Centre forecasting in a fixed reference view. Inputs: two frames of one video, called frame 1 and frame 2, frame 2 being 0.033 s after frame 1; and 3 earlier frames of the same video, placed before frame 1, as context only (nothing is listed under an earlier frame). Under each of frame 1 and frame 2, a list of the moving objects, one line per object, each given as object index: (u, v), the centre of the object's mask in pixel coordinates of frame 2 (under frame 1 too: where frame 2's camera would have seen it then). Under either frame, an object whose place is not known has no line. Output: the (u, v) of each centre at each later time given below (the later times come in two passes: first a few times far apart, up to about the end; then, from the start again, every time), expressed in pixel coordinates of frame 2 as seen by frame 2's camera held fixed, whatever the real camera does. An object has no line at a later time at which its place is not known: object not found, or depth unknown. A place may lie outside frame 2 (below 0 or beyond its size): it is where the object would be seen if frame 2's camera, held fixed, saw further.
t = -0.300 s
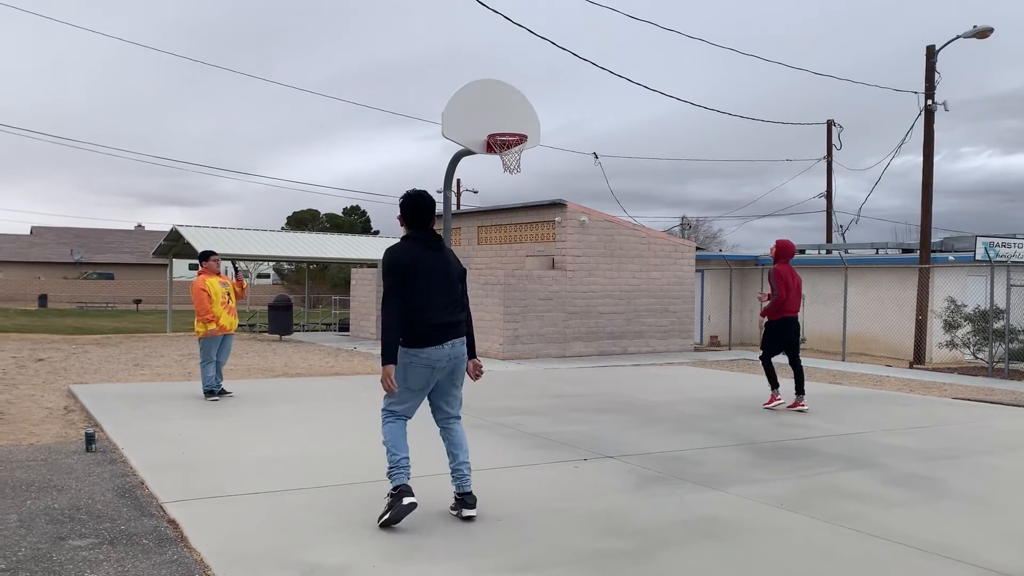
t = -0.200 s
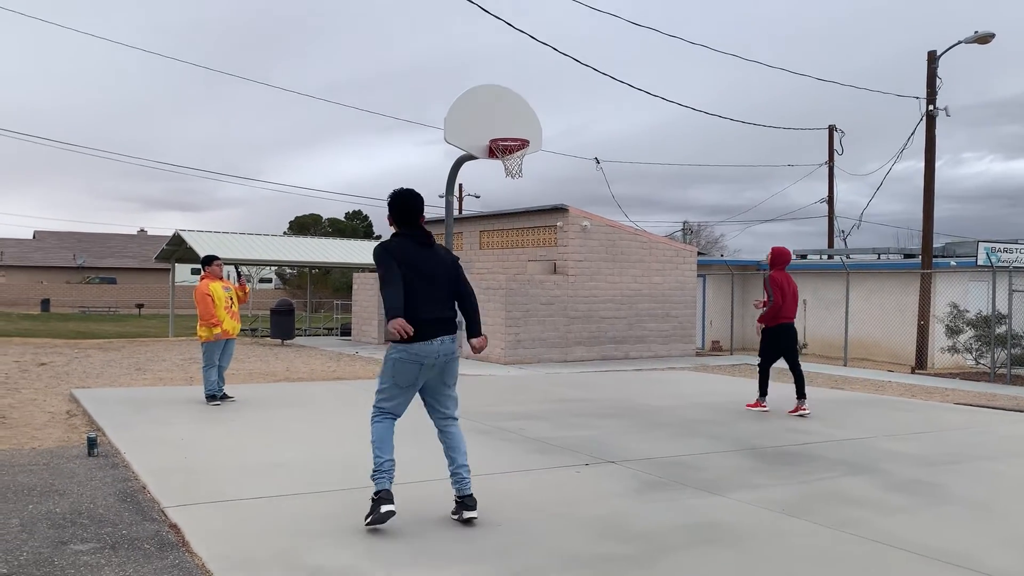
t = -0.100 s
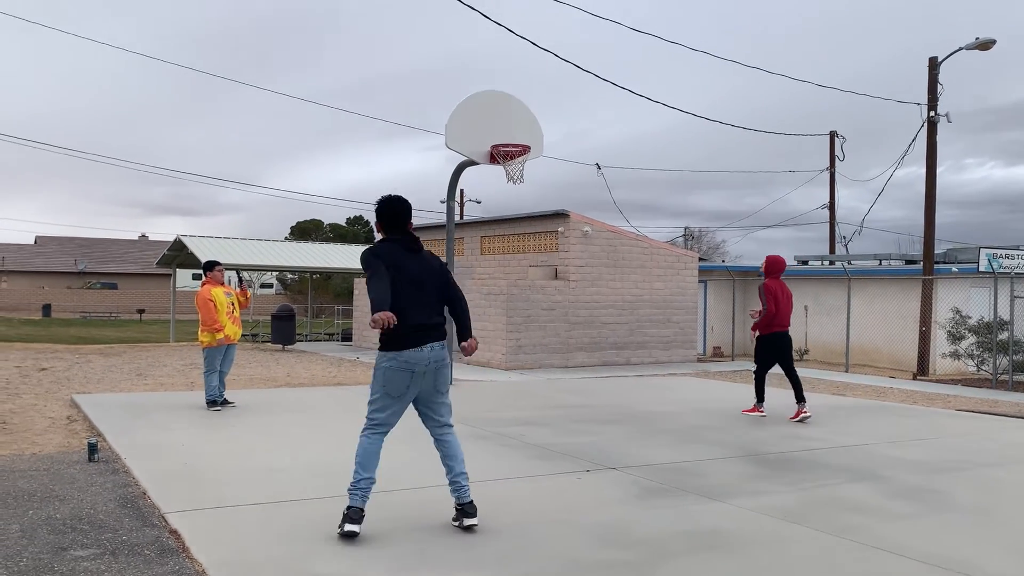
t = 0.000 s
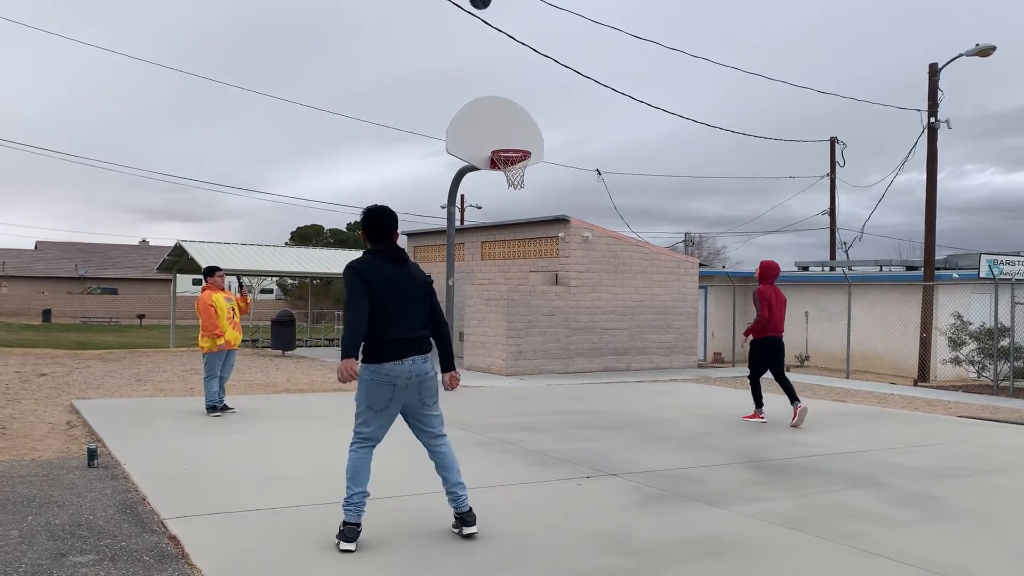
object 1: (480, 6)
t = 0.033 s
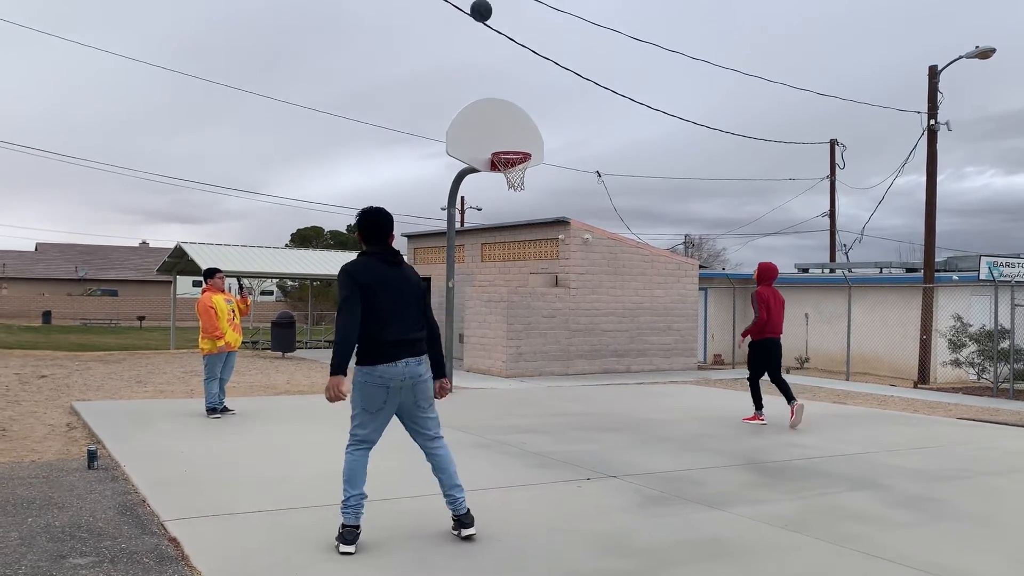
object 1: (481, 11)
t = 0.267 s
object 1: (485, 100)
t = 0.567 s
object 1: (519, 183)
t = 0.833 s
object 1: (518, 254)
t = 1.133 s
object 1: (519, 394)
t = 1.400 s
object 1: (516, 309)
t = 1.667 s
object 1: (515, 280)
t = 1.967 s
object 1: (514, 311)
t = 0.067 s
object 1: (482, 22)
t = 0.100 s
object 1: (482, 34)
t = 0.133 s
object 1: (483, 46)
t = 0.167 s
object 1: (483, 59)
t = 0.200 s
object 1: (484, 72)
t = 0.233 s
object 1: (484, 86)
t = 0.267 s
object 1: (485, 100)
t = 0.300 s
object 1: (485, 115)
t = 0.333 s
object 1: (490, 125)
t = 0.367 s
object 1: (497, 134)
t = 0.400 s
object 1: (504, 143)
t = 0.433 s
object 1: (511, 148)
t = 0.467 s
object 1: (517, 166)
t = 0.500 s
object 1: (518, 174)
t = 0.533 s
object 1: (518, 177)
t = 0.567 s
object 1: (519, 183)
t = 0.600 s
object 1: (519, 189)
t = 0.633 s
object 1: (518, 195)
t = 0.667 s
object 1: (518, 203)
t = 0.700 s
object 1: (518, 211)
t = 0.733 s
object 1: (518, 220)
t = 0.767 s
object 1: (518, 231)
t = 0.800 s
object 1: (517, 242)
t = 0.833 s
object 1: (518, 254)
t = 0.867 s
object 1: (518, 267)
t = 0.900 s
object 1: (518, 280)
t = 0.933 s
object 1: (518, 294)
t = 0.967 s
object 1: (519, 309)
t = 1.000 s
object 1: (519, 324)
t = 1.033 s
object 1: (519, 341)
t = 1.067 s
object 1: (519, 358)
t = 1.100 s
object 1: (519, 376)
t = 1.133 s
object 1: (519, 394)
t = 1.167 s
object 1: (519, 381)
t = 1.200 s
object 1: (518, 368)
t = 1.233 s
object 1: (518, 356)
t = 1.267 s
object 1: (517, 345)
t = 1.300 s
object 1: (517, 335)
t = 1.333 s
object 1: (517, 325)
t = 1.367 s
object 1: (517, 317)
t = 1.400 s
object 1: (516, 309)
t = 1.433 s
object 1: (516, 302)
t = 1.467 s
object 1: (516, 297)
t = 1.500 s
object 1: (516, 292)
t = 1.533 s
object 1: (516, 288)
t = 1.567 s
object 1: (516, 284)
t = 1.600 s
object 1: (515, 282)
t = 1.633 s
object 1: (516, 281)
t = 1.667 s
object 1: (515, 280)
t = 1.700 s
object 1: (515, 280)
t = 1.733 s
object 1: (515, 281)
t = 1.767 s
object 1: (515, 283)
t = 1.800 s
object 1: (515, 285)
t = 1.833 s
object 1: (514, 289)
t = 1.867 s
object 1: (514, 294)
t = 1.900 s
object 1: (514, 298)
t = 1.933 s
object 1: (514, 305)
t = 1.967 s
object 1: (514, 311)
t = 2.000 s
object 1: (514, 318)
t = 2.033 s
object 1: (514, 327)
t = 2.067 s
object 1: (514, 335)
